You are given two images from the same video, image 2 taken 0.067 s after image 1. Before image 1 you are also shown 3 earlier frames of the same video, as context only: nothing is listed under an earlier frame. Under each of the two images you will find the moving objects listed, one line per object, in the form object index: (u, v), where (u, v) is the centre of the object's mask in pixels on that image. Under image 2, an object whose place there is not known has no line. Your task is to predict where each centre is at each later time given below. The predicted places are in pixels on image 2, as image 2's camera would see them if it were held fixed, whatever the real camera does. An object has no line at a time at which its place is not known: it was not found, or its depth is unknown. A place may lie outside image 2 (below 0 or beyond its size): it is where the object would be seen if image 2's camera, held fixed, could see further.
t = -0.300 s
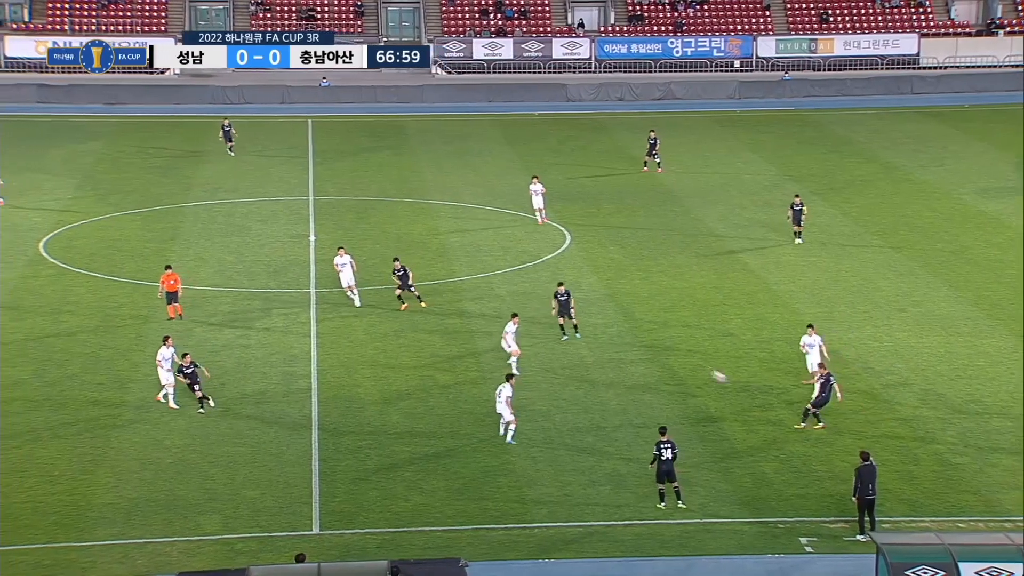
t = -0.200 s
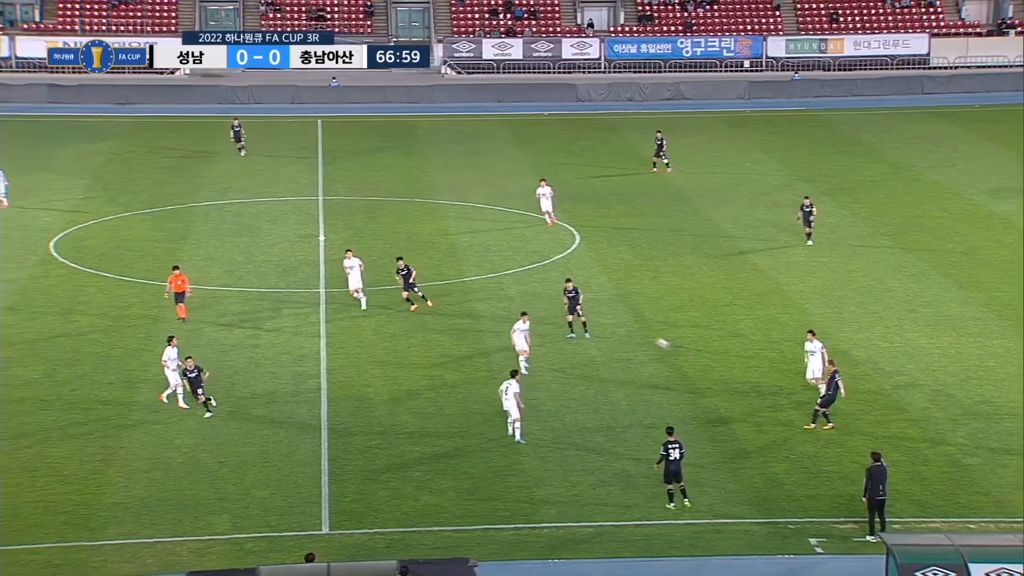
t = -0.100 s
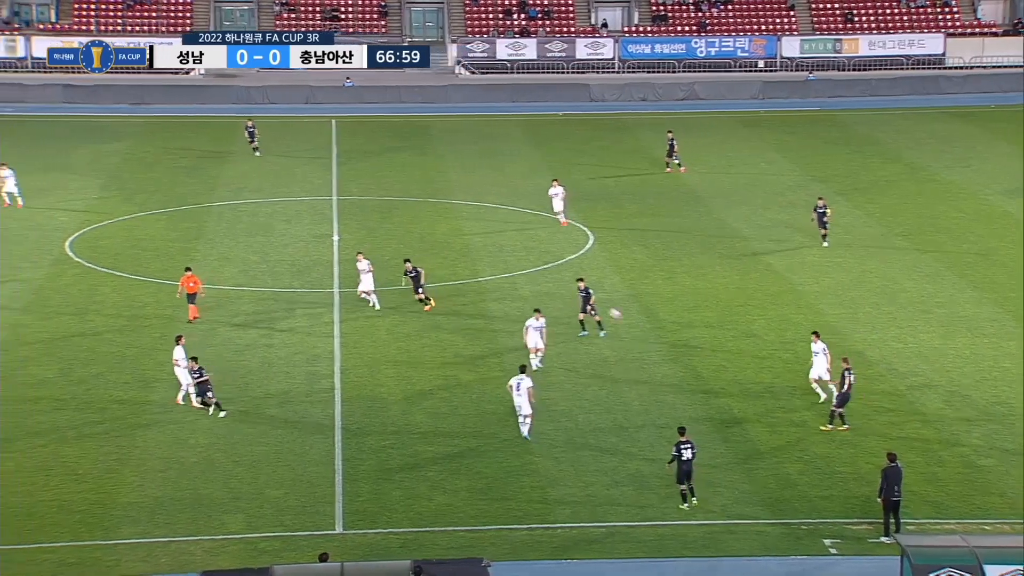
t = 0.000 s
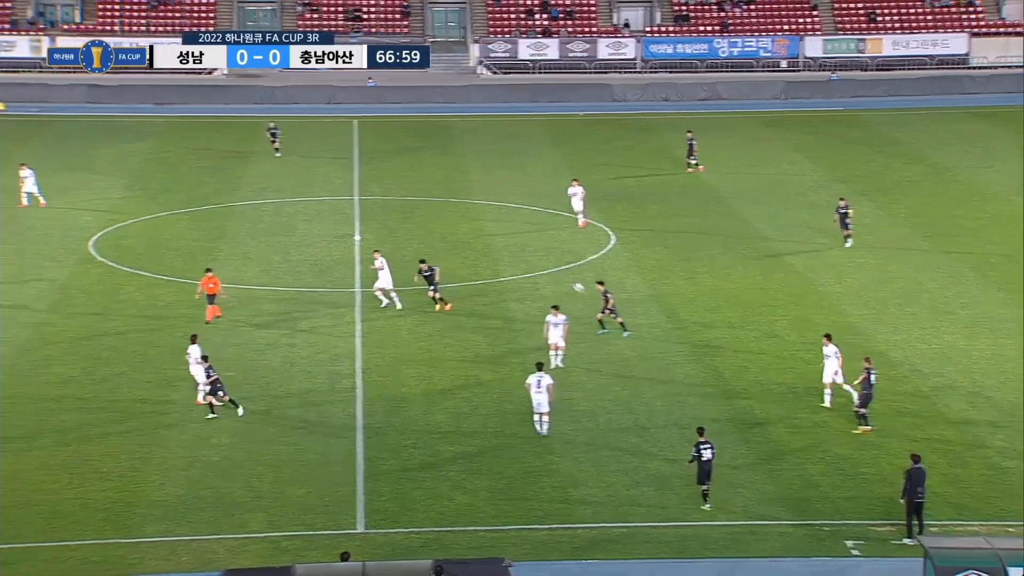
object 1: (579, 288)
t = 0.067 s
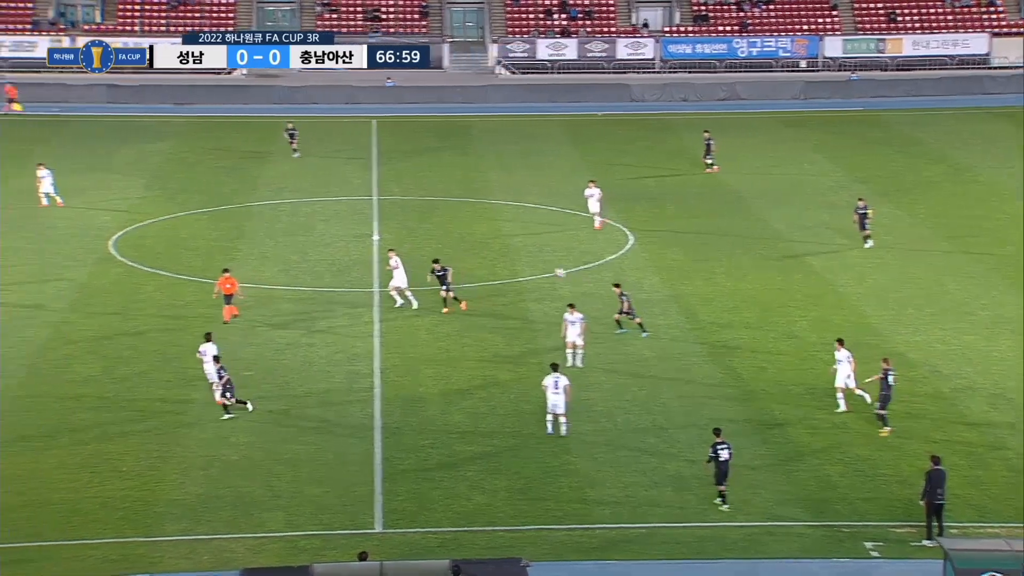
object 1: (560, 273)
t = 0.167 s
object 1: (508, 252)
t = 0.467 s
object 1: (368, 210)
